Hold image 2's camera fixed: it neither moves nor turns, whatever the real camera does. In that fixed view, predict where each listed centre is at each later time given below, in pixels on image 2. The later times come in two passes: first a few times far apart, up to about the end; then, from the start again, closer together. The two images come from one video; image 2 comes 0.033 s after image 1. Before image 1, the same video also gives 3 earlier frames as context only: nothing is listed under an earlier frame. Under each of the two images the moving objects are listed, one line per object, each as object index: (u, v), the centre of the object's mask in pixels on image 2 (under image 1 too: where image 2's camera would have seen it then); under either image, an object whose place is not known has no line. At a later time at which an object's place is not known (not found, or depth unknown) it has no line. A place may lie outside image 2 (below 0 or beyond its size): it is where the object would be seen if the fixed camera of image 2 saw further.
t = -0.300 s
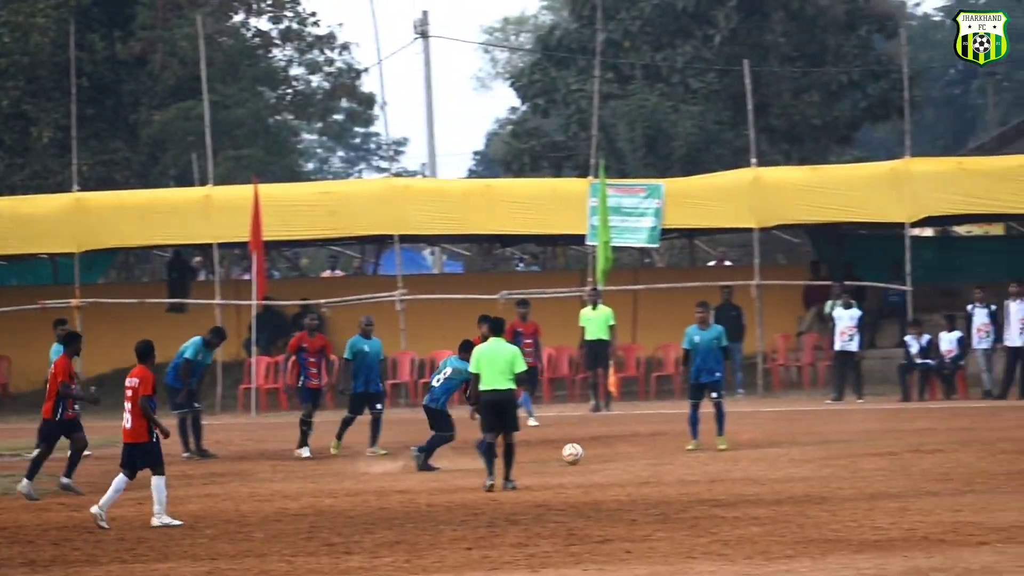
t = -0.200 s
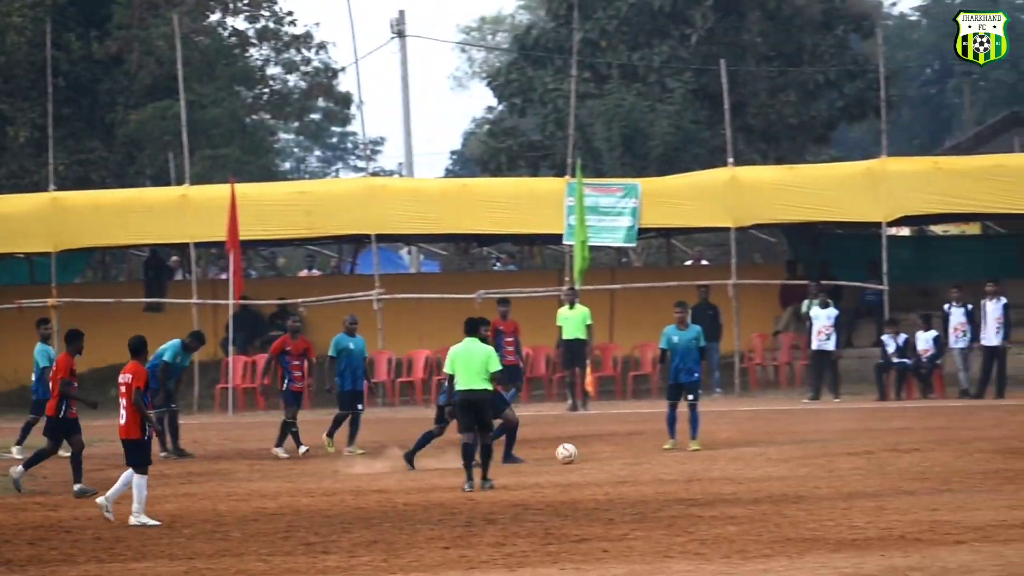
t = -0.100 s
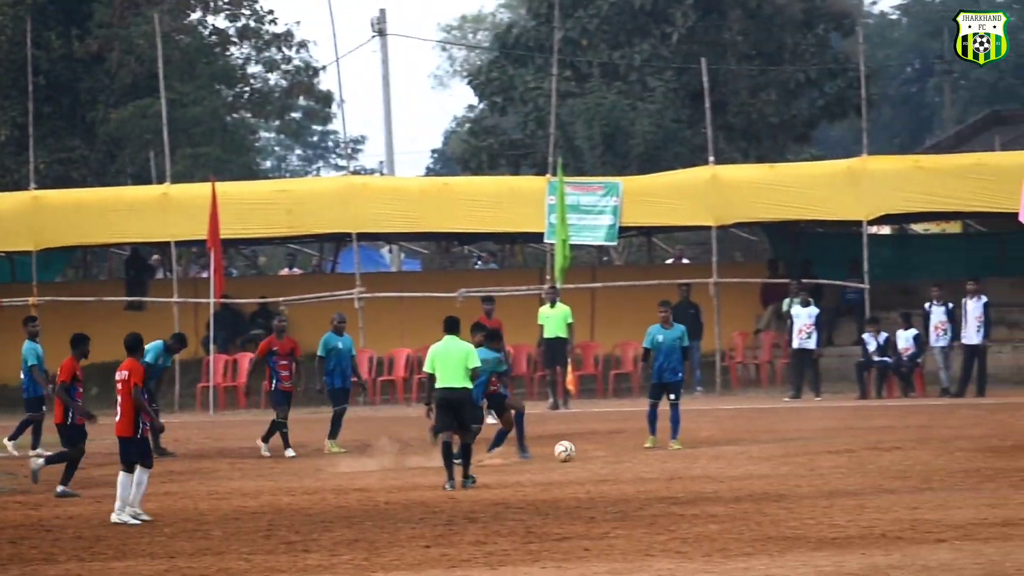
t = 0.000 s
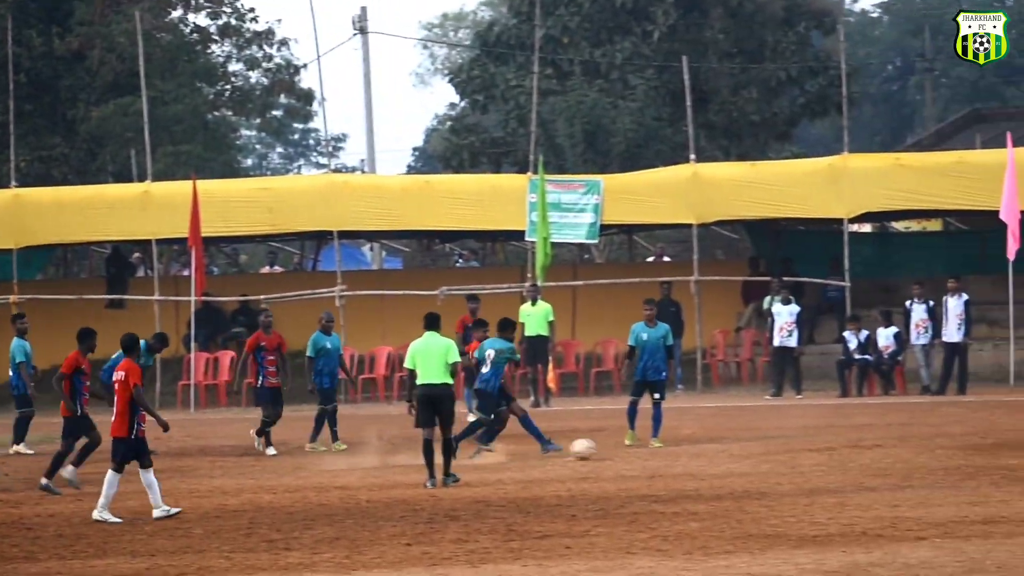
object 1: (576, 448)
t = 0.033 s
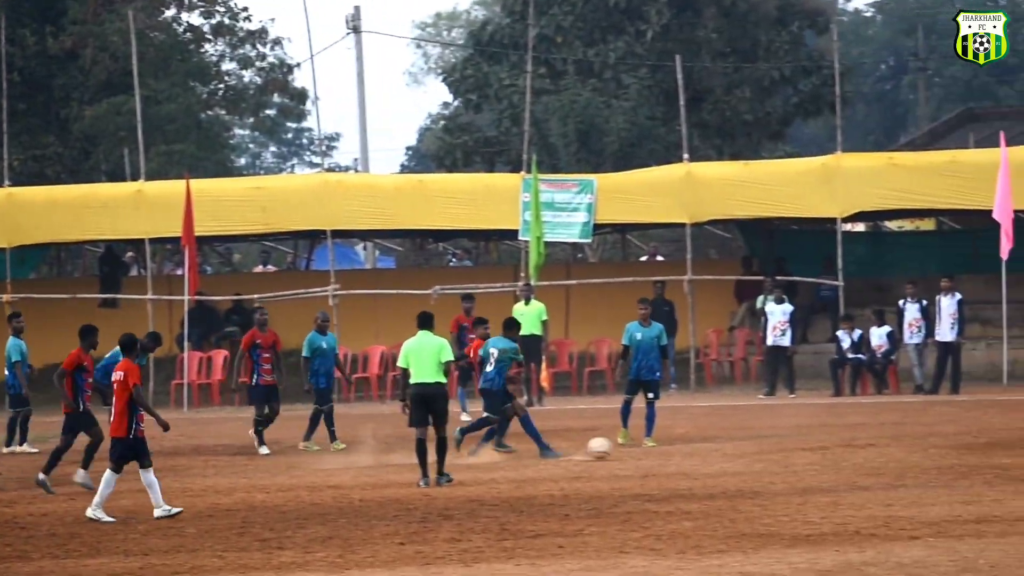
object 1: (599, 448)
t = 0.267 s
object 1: (752, 443)
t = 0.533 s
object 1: (906, 446)
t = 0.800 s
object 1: (1051, 431)
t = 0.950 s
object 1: (1139, 442)
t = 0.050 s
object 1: (611, 447)
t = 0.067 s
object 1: (622, 448)
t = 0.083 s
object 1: (634, 449)
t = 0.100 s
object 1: (646, 450)
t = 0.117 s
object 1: (657, 449)
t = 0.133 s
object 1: (668, 448)
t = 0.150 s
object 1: (679, 447)
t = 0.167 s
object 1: (690, 447)
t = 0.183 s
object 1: (701, 447)
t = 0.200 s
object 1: (712, 447)
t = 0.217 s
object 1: (724, 447)
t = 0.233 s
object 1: (733, 446)
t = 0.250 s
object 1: (743, 444)
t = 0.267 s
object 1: (752, 443)
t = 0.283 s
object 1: (761, 442)
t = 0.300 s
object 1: (771, 441)
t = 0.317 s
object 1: (780, 440)
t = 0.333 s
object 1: (790, 440)
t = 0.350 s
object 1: (801, 440)
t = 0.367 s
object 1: (811, 441)
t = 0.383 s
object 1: (821, 442)
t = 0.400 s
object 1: (831, 443)
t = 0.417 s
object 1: (840, 445)
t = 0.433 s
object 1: (850, 446)
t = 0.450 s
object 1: (859, 445)
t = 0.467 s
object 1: (868, 445)
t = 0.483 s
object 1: (878, 445)
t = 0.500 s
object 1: (888, 446)
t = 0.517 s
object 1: (897, 447)
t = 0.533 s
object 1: (906, 446)
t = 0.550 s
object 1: (914, 446)
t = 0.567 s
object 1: (923, 446)
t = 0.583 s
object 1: (932, 446)
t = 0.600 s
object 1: (942, 446)
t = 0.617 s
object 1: (951, 447)
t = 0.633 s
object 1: (961, 447)
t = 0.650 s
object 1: (969, 444)
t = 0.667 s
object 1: (977, 441)
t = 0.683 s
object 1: (986, 439)
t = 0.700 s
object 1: (995, 436)
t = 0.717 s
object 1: (1004, 434)
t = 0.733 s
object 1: (1014, 432)
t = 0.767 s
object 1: (1033, 432)
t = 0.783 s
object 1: (1041, 432)
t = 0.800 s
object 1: (1051, 431)
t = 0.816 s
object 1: (1060, 430)
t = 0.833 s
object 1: (1070, 430)
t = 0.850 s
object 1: (1080, 431)
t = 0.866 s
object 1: (1091, 433)
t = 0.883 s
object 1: (1100, 434)
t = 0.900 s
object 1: (1109, 436)
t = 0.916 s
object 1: (1119, 438)
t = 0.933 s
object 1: (1129, 439)
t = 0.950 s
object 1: (1139, 442)
